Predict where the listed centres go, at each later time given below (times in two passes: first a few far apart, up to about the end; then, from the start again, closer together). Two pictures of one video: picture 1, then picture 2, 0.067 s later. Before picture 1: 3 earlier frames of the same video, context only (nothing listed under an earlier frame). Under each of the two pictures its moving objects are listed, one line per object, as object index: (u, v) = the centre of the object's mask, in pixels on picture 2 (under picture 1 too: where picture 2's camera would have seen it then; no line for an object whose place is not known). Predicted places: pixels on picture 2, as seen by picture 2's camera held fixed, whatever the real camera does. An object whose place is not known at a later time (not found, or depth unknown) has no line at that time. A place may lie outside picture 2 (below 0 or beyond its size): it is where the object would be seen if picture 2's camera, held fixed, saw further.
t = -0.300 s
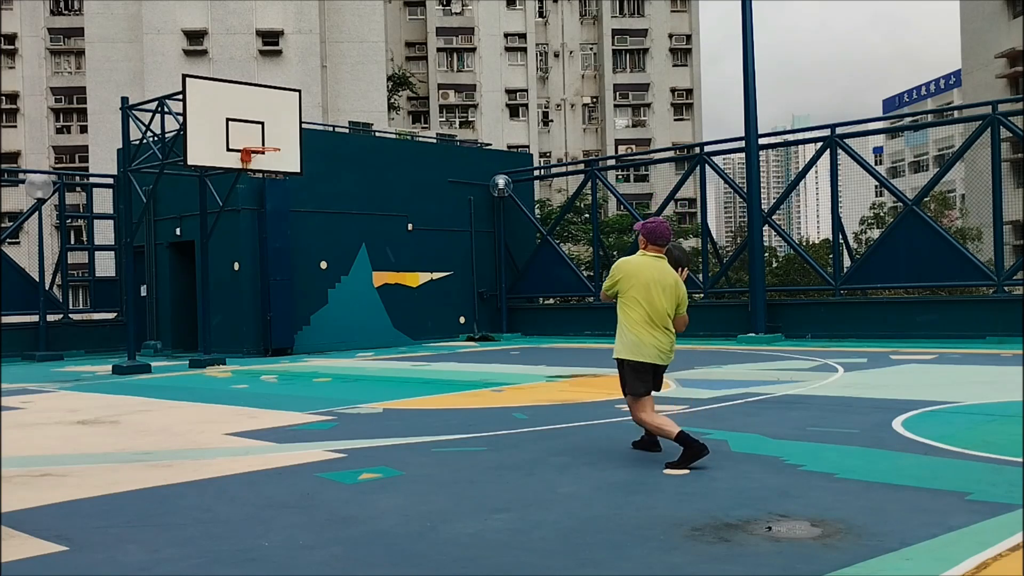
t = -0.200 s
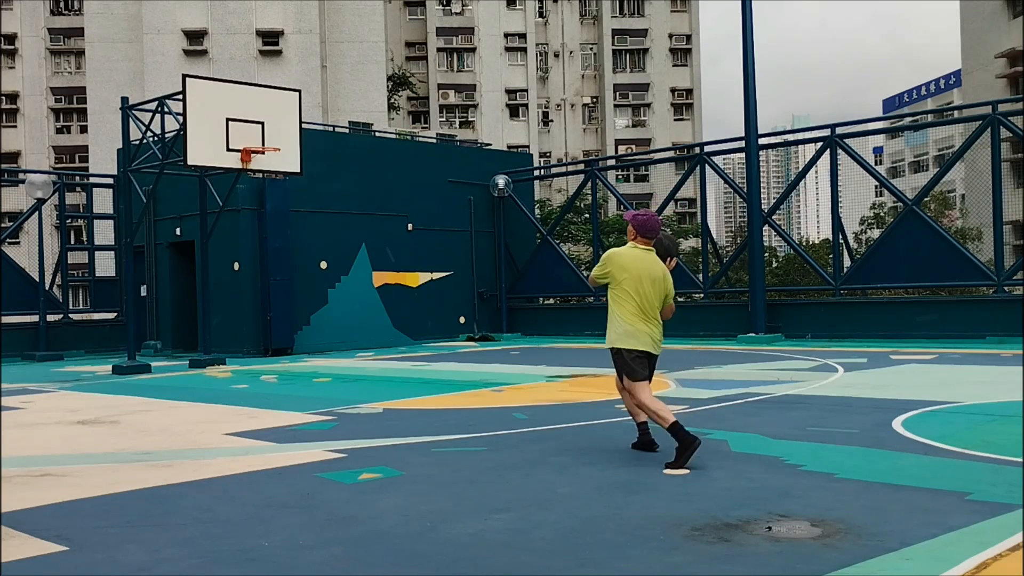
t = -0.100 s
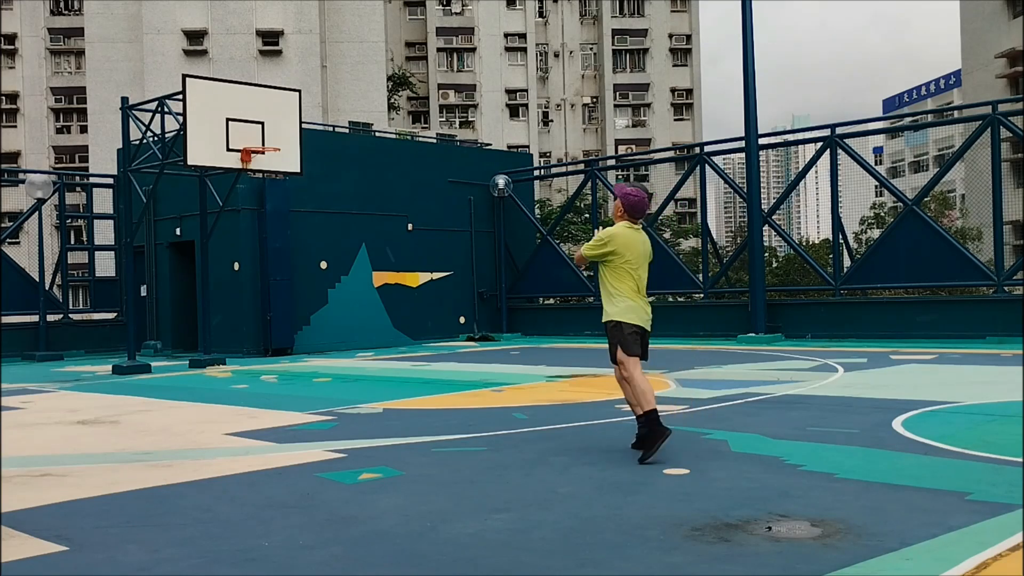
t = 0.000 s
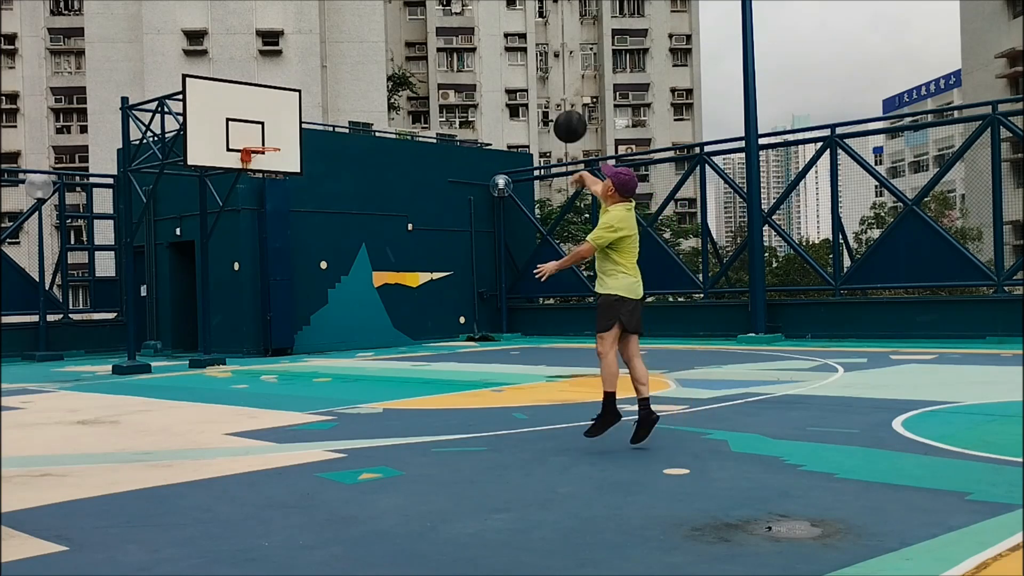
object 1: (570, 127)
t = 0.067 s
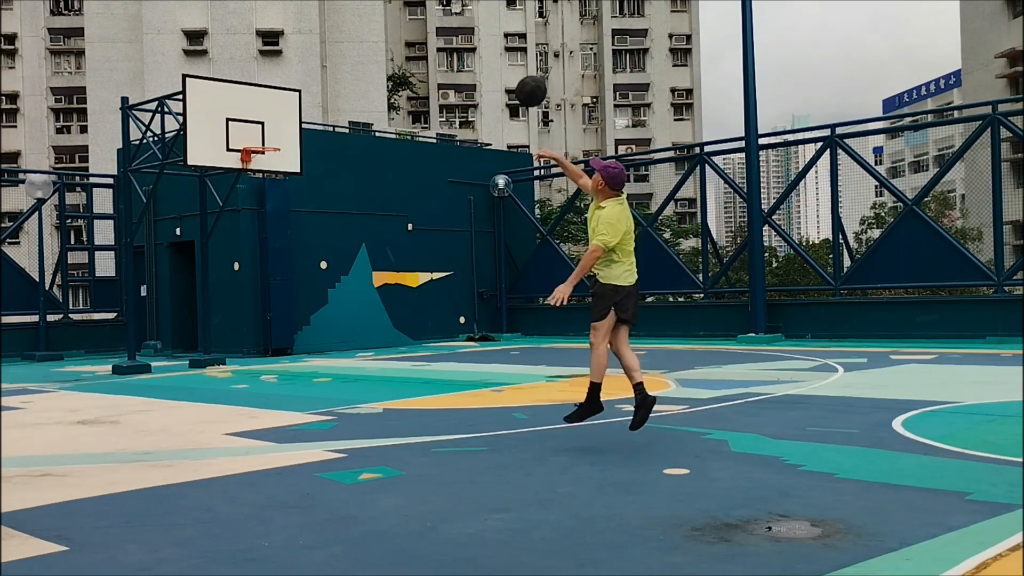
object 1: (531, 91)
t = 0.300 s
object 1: (424, 30)
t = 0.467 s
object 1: (369, 28)
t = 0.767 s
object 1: (296, 84)
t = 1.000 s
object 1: (258, 163)
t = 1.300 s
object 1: (227, 336)
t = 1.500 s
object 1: (216, 313)
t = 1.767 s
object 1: (204, 232)
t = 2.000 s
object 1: (195, 207)
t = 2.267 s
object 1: (183, 241)
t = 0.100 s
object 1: (513, 77)
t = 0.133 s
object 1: (496, 65)
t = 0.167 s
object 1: (480, 55)
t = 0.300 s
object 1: (424, 30)
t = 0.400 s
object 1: (389, 25)
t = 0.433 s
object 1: (378, 26)
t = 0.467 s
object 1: (369, 28)
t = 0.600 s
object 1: (333, 46)
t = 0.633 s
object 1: (325, 52)
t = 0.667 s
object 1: (317, 59)
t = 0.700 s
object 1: (309, 67)
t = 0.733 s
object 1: (302, 75)
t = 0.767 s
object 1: (296, 84)
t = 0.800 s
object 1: (290, 94)
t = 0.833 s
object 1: (283, 104)
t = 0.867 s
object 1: (277, 115)
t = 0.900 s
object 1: (272, 126)
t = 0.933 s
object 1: (266, 138)
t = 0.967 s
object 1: (261, 150)
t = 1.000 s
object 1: (258, 163)
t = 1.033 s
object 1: (254, 177)
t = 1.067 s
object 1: (251, 193)
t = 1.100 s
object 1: (247, 210)
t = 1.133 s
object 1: (244, 228)
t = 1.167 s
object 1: (241, 247)
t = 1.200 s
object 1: (238, 268)
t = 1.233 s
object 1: (235, 289)
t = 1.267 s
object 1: (231, 312)
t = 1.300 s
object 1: (227, 336)
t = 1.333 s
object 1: (224, 361)
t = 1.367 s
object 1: (221, 372)
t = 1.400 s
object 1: (220, 356)
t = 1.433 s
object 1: (219, 342)
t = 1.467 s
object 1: (218, 327)
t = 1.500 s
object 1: (216, 313)
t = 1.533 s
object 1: (214, 300)
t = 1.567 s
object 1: (213, 288)
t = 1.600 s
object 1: (212, 278)
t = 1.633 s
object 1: (211, 267)
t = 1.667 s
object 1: (209, 257)
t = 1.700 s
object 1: (208, 248)
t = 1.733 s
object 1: (206, 239)
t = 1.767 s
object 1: (204, 232)
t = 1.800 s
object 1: (203, 226)
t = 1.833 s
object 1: (202, 220)
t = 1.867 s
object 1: (201, 216)
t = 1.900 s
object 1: (199, 212)
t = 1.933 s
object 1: (198, 209)
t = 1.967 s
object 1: (197, 208)
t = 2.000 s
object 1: (195, 207)
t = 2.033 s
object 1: (193, 207)
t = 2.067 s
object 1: (192, 208)
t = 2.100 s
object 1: (191, 210)
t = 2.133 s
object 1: (189, 213)
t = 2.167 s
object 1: (188, 218)
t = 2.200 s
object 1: (186, 225)
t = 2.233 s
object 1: (185, 232)
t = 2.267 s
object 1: (183, 241)
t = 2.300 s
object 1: (182, 251)
